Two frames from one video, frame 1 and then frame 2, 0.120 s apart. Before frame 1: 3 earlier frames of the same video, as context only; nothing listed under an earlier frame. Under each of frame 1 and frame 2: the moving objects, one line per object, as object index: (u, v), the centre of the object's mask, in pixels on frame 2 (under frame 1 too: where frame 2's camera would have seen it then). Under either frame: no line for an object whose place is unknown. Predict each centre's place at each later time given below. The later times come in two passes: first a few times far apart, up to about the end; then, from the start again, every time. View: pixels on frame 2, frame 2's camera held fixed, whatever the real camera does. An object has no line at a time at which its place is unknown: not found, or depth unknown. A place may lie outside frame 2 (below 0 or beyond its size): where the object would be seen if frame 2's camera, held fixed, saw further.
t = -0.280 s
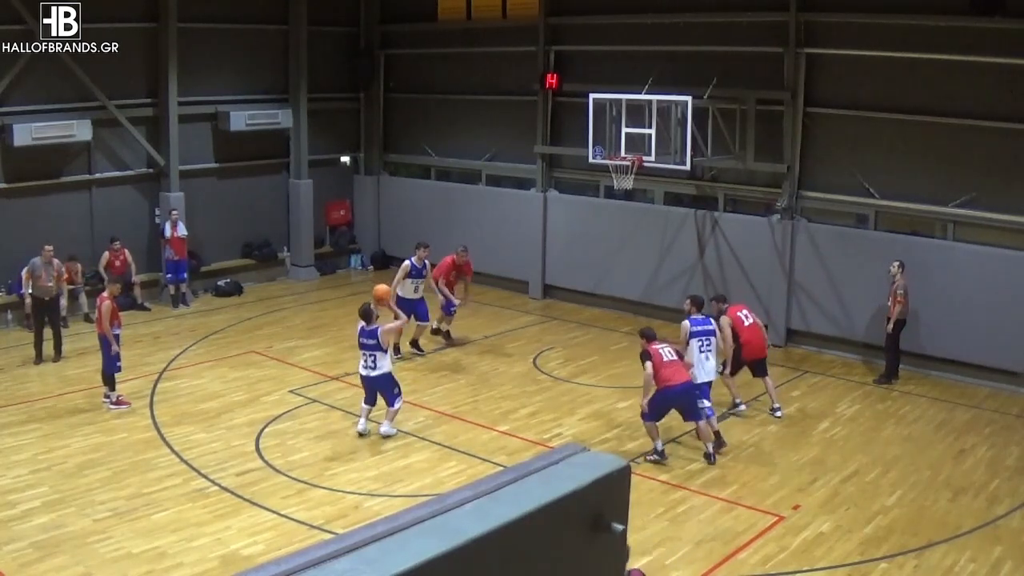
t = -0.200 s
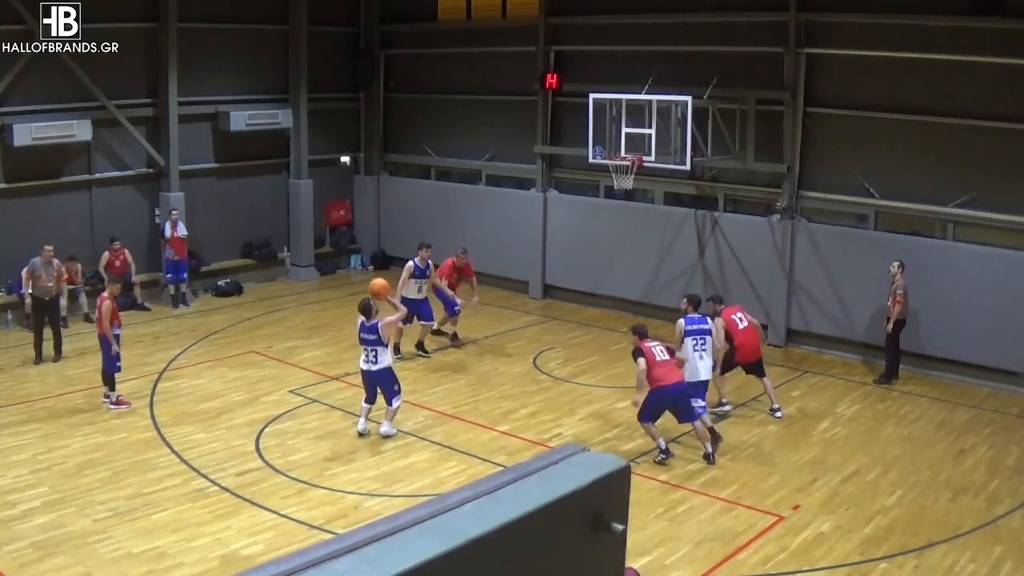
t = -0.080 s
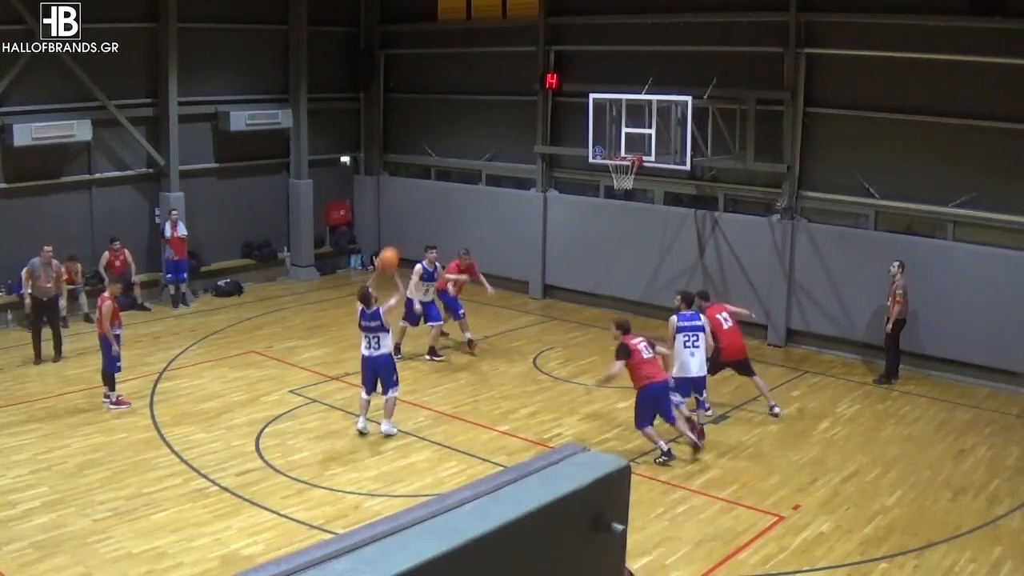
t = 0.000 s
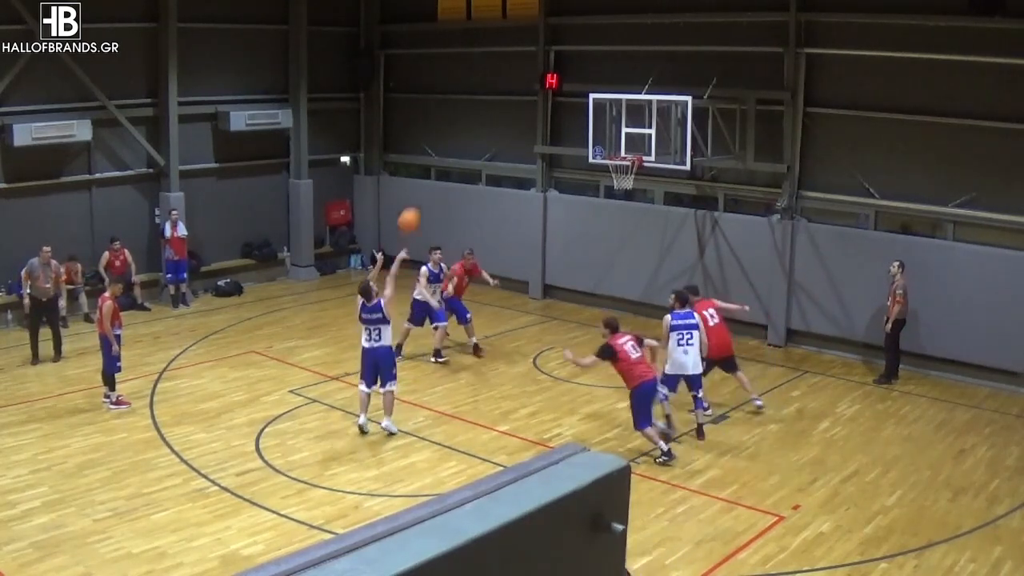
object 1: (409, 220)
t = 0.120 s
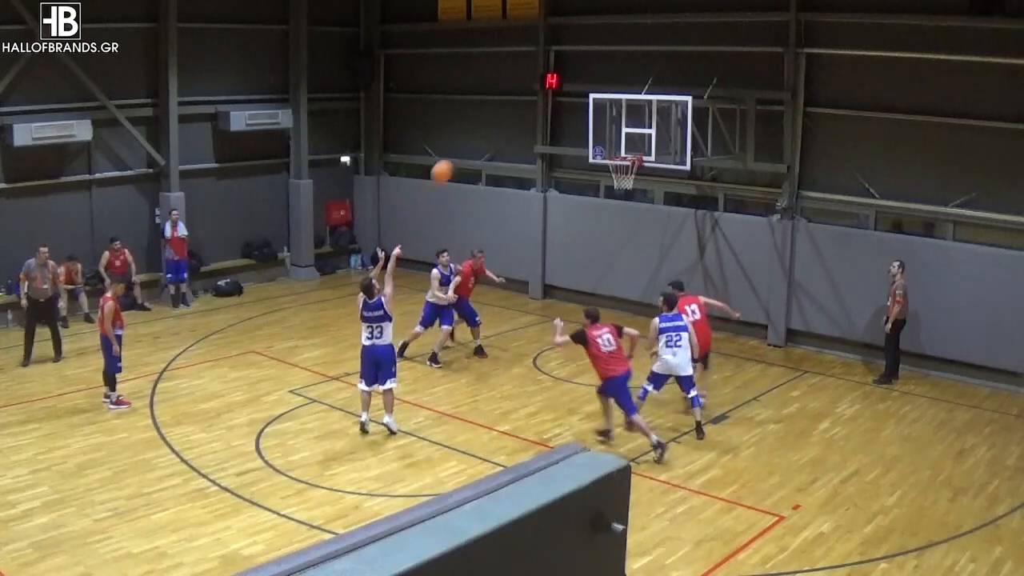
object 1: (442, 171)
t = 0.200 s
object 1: (463, 147)
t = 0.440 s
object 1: (522, 104)
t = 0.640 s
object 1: (566, 105)
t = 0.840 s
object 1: (605, 131)
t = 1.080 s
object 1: (628, 185)
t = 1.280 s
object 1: (619, 236)
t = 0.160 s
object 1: (453, 158)
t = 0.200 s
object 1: (463, 147)
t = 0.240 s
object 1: (473, 136)
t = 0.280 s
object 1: (483, 128)
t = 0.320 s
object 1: (493, 119)
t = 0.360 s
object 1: (503, 114)
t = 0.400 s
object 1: (513, 108)
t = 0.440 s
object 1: (522, 104)
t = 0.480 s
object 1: (531, 102)
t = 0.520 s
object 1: (540, 101)
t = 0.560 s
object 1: (549, 102)
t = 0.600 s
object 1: (558, 103)
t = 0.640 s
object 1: (566, 105)
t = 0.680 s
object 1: (575, 108)
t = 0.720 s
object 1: (581, 112)
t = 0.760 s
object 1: (591, 118)
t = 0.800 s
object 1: (599, 125)
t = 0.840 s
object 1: (605, 131)
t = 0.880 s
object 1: (613, 140)
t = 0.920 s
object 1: (620, 148)
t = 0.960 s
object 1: (628, 159)
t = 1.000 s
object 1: (631, 170)
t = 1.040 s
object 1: (629, 178)
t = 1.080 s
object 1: (628, 185)
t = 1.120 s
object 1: (626, 193)
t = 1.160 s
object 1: (624, 203)
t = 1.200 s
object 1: (623, 212)
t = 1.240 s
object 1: (621, 224)
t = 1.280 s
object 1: (619, 236)
